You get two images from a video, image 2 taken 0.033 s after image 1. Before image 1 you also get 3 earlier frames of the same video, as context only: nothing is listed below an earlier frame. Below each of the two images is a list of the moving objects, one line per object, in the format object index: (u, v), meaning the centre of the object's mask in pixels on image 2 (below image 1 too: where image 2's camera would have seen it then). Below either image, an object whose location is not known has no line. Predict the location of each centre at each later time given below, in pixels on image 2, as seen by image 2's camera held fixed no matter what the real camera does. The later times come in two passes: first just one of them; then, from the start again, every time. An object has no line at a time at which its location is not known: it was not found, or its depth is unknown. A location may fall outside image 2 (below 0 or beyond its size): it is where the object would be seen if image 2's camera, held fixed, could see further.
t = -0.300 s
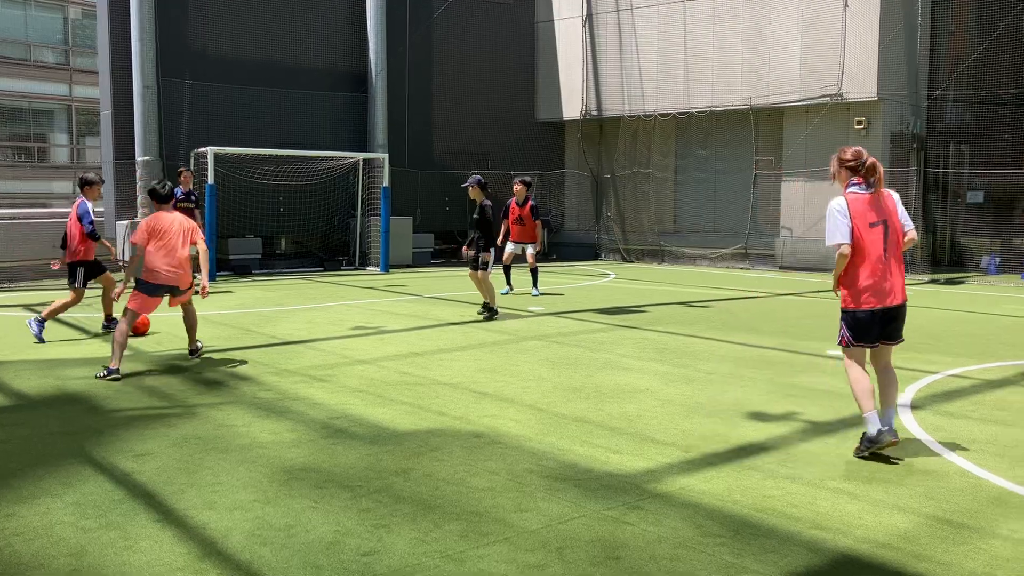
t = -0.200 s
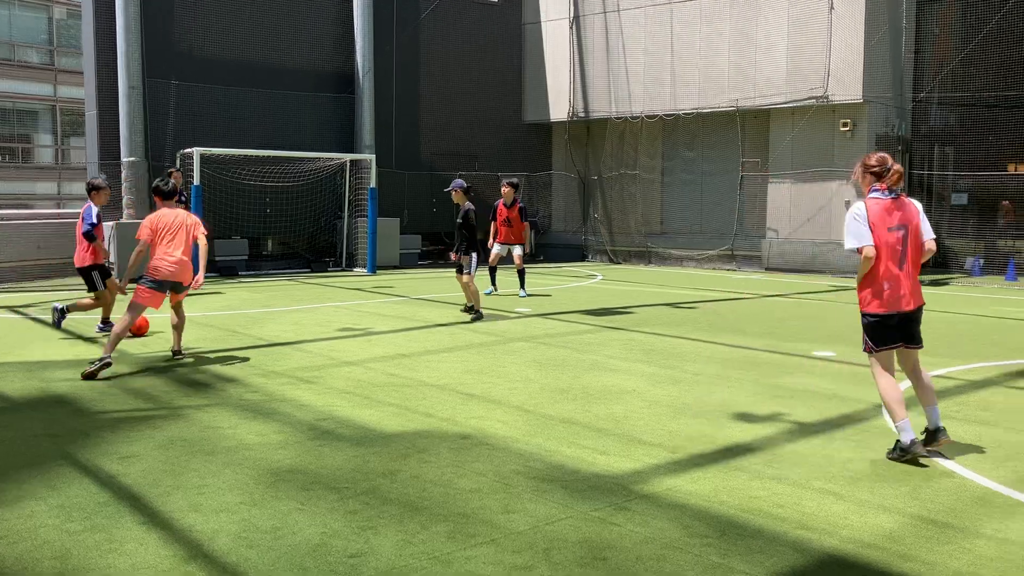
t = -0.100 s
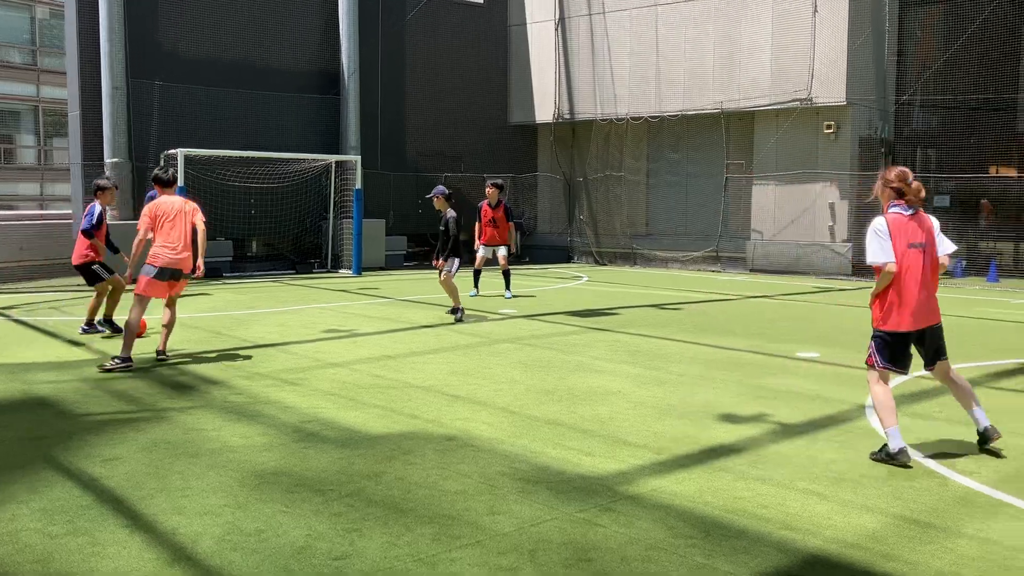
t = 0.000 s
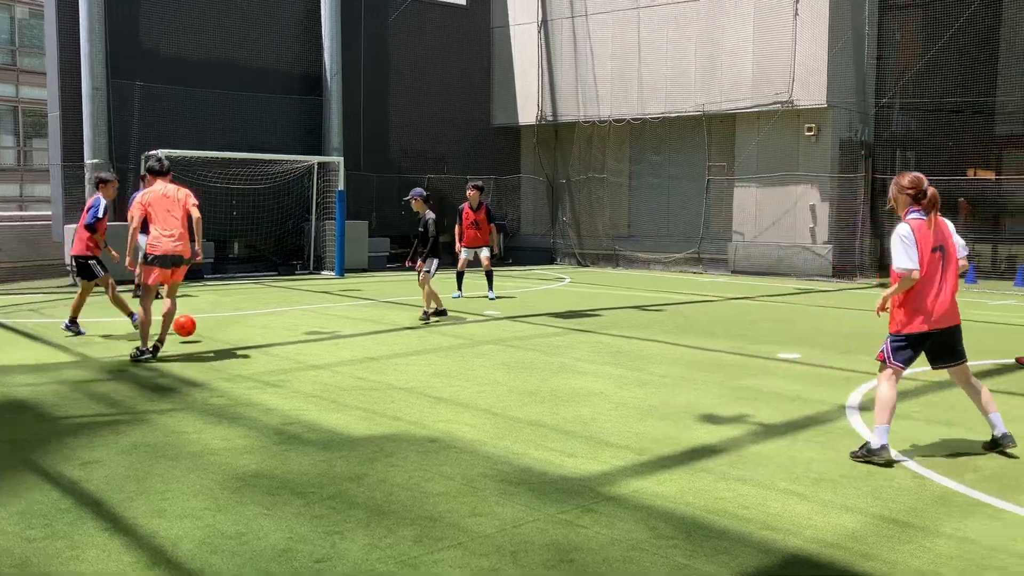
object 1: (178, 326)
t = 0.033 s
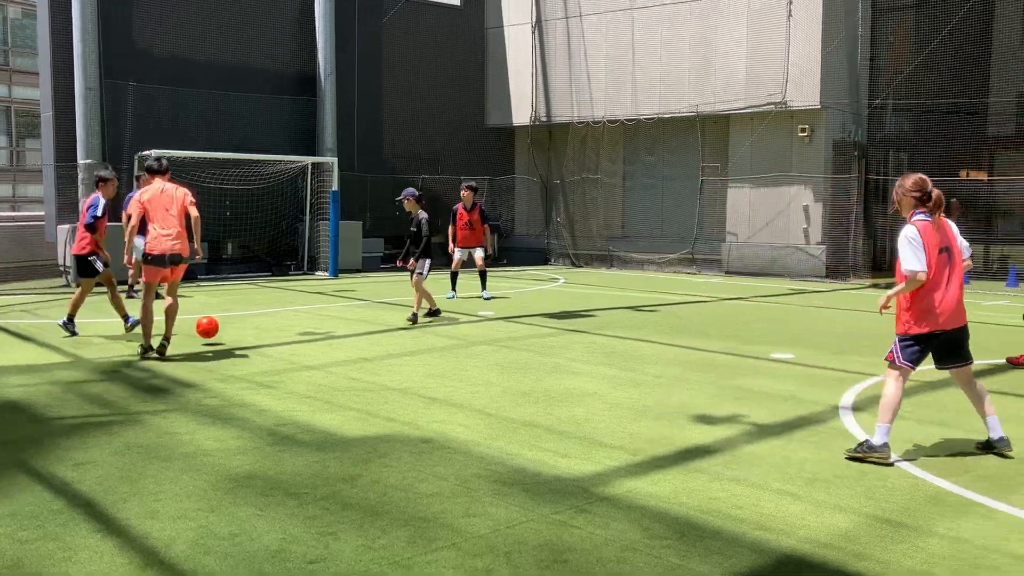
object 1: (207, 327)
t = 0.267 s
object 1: (412, 344)
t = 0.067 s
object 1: (237, 329)
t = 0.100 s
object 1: (267, 332)
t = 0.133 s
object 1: (298, 336)
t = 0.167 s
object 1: (329, 340)
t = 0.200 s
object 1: (356, 340)
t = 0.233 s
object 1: (384, 342)
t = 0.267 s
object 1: (412, 344)
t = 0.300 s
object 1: (439, 344)
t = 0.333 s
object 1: (466, 346)
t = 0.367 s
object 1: (493, 347)
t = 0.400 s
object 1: (519, 348)
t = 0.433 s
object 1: (545, 349)
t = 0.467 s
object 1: (571, 351)
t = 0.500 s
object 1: (596, 352)
